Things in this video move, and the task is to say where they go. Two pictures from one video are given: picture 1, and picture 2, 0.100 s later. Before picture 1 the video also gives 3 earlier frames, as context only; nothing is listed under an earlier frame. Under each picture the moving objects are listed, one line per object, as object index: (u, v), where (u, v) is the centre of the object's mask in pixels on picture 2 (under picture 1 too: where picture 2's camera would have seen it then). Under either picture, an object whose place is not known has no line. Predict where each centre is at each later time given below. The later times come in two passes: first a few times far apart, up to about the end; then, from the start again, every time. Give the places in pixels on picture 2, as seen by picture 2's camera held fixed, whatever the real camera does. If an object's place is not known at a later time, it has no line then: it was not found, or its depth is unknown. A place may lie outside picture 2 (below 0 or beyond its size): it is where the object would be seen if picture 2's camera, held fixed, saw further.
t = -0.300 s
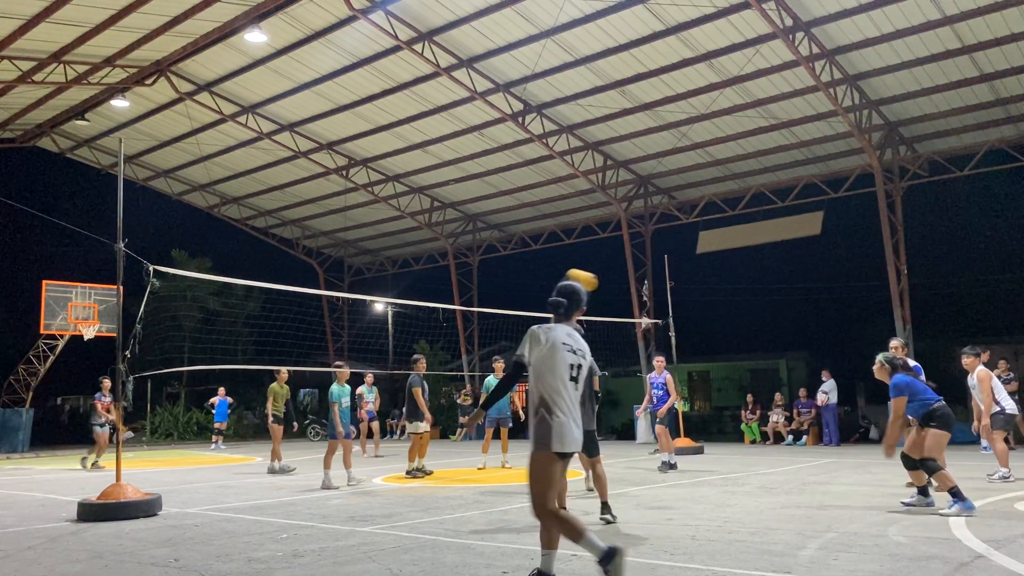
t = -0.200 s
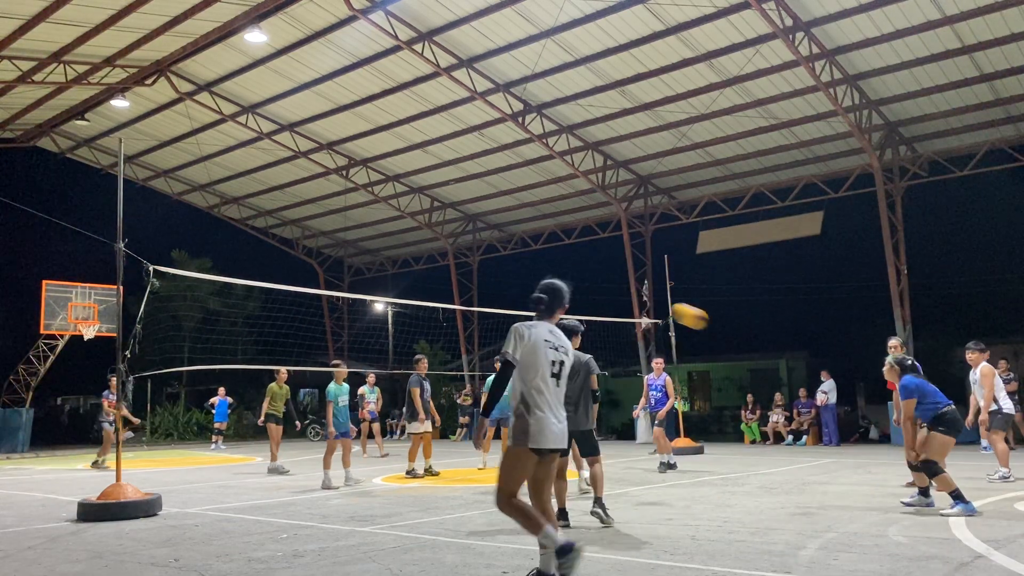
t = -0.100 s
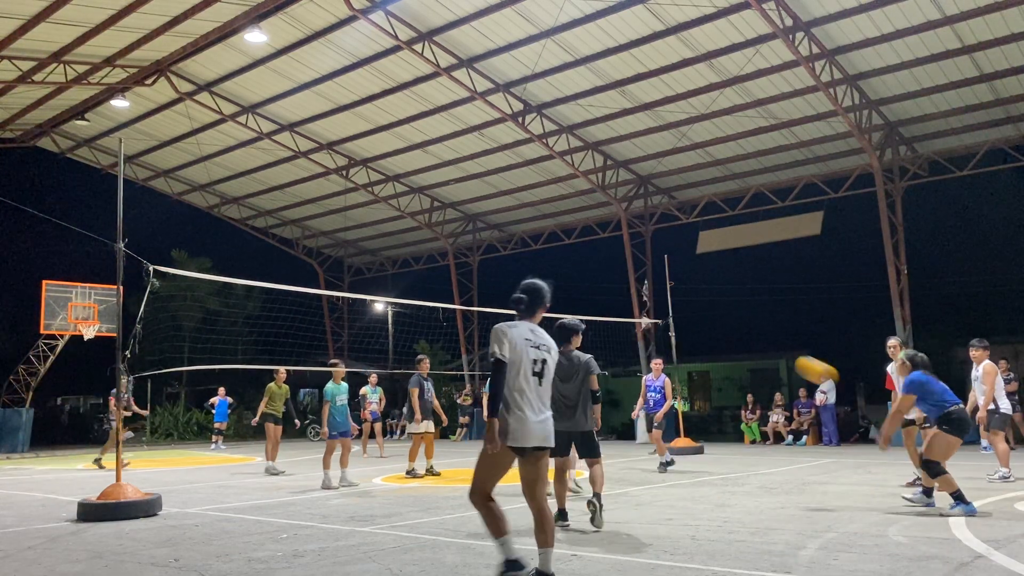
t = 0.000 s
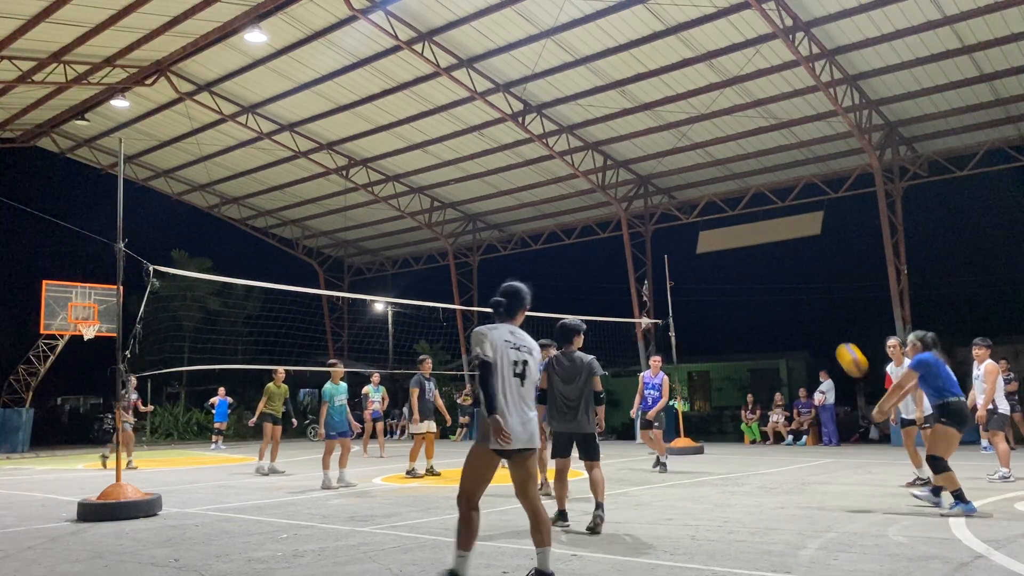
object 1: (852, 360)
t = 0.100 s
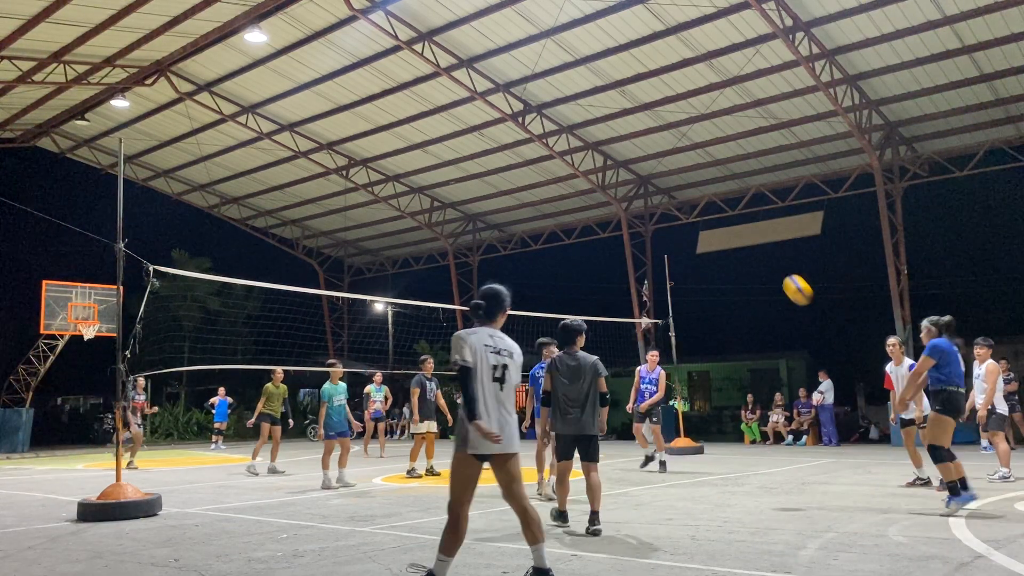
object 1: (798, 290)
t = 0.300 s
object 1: (707, 199)
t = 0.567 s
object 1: (613, 154)
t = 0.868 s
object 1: (532, 177)
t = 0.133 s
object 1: (781, 271)
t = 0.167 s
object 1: (765, 253)
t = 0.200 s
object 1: (749, 237)
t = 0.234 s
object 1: (734, 223)
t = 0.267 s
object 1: (720, 211)
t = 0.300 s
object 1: (707, 199)
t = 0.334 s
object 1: (693, 189)
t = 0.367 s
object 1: (681, 181)
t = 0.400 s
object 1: (668, 174)
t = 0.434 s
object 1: (657, 167)
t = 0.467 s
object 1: (645, 162)
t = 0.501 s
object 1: (635, 158)
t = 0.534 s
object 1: (624, 155)
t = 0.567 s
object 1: (613, 154)
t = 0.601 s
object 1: (603, 153)
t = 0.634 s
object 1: (593, 153)
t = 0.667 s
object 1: (583, 154)
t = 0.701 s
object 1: (574, 156)
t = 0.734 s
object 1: (565, 159)
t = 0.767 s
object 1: (557, 162)
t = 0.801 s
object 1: (548, 166)
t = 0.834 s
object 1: (540, 171)
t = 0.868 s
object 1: (532, 177)
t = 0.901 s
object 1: (524, 184)
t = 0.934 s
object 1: (516, 191)
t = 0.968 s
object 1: (508, 199)
